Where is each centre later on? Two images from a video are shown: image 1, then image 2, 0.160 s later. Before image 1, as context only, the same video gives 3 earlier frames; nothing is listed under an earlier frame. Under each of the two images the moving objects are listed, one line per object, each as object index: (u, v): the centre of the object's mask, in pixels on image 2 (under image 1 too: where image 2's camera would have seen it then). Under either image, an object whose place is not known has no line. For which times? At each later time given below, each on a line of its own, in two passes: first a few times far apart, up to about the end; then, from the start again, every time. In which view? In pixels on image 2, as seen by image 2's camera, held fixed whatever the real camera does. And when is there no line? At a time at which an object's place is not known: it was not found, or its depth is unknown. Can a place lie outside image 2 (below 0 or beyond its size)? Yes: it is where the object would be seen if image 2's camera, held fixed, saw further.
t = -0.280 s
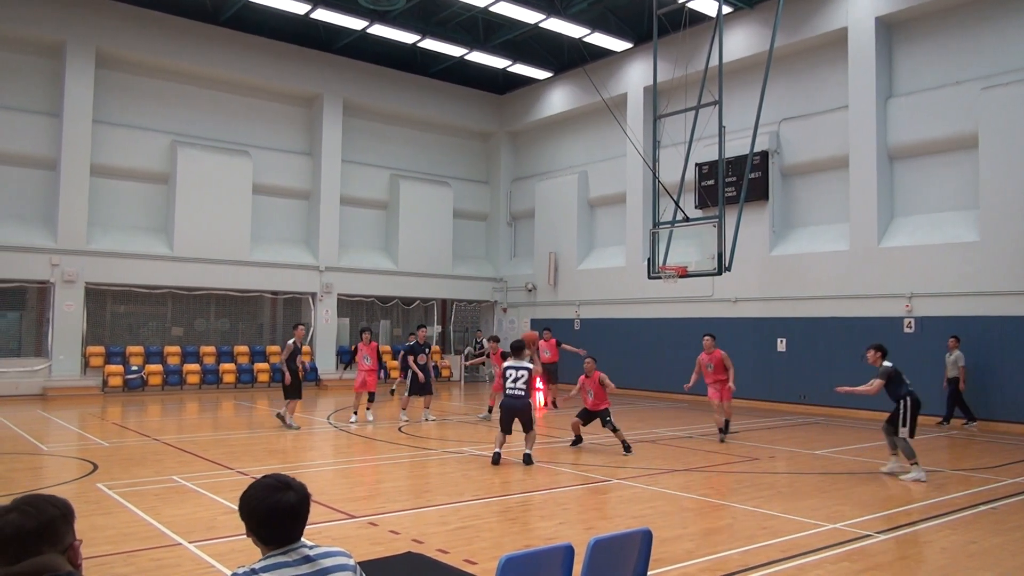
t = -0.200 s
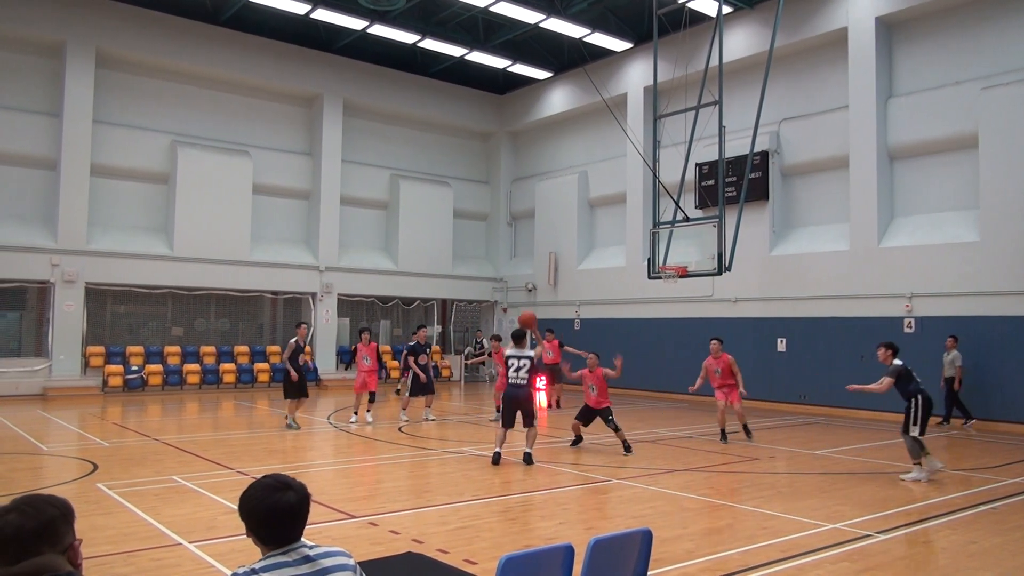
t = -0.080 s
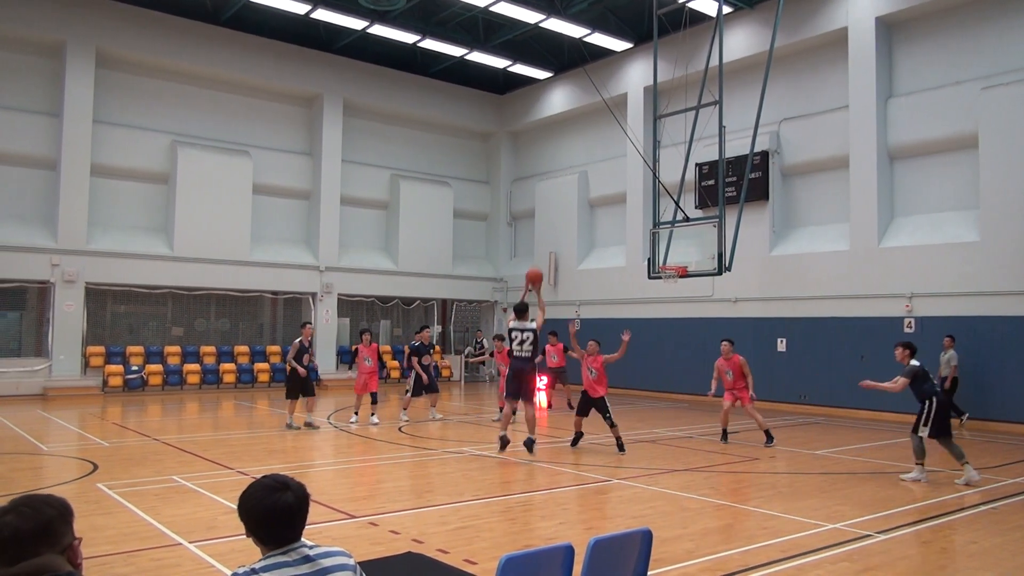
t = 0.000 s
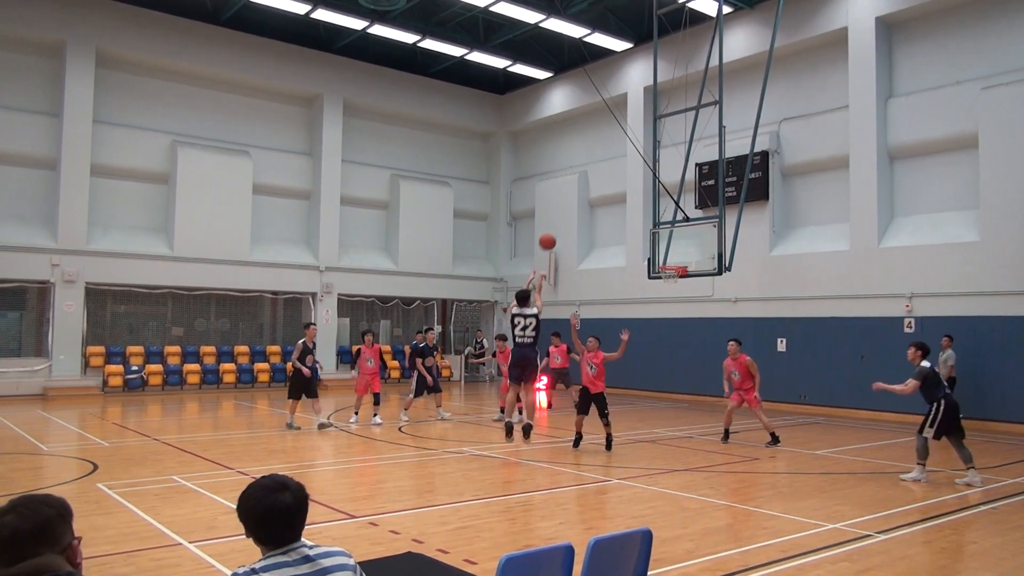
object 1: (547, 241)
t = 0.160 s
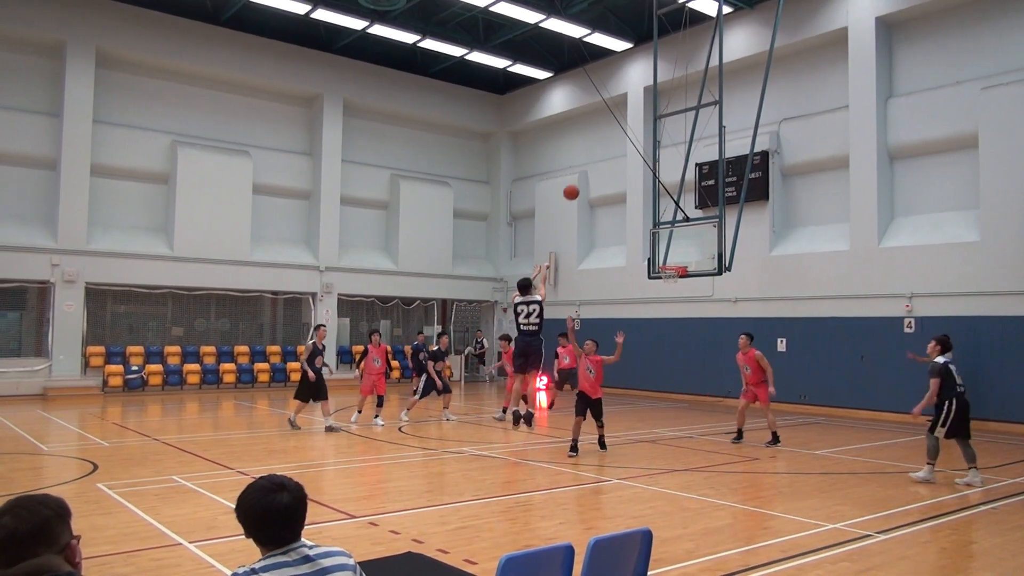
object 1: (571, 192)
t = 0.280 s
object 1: (586, 170)
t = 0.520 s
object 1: (611, 154)
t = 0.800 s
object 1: (635, 176)
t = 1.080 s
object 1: (655, 230)
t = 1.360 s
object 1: (680, 257)
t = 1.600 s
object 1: (703, 250)
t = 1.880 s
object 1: (723, 269)
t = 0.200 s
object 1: (576, 183)
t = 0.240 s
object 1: (581, 176)
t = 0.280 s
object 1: (586, 170)
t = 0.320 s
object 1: (591, 164)
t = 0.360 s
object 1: (595, 160)
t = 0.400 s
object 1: (600, 157)
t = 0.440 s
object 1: (604, 155)
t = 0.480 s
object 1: (607, 154)
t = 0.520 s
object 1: (611, 154)
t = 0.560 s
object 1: (615, 155)
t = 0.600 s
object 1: (619, 157)
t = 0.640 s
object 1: (622, 159)
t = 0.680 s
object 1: (626, 162)
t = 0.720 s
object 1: (629, 166)
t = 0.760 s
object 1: (632, 170)
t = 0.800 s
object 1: (635, 176)
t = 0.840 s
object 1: (638, 181)
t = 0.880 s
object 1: (642, 188)
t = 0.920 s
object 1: (644, 195)
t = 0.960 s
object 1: (647, 203)
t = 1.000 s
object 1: (650, 212)
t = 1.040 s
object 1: (652, 221)
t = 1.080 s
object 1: (655, 230)
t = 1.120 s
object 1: (657, 240)
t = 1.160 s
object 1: (659, 251)
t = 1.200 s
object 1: (662, 262)
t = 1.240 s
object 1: (666, 263)
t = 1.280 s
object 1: (671, 263)
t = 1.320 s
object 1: (675, 260)
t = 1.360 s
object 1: (680, 257)
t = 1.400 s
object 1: (684, 254)
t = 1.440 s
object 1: (689, 253)
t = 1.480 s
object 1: (694, 252)
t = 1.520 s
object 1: (698, 251)
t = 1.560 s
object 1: (700, 250)
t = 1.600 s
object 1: (703, 250)
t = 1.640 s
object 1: (706, 250)
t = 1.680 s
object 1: (709, 251)
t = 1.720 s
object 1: (712, 253)
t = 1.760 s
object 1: (715, 256)
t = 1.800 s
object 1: (717, 259)
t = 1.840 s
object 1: (720, 264)
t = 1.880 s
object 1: (723, 269)
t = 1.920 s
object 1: (726, 275)
